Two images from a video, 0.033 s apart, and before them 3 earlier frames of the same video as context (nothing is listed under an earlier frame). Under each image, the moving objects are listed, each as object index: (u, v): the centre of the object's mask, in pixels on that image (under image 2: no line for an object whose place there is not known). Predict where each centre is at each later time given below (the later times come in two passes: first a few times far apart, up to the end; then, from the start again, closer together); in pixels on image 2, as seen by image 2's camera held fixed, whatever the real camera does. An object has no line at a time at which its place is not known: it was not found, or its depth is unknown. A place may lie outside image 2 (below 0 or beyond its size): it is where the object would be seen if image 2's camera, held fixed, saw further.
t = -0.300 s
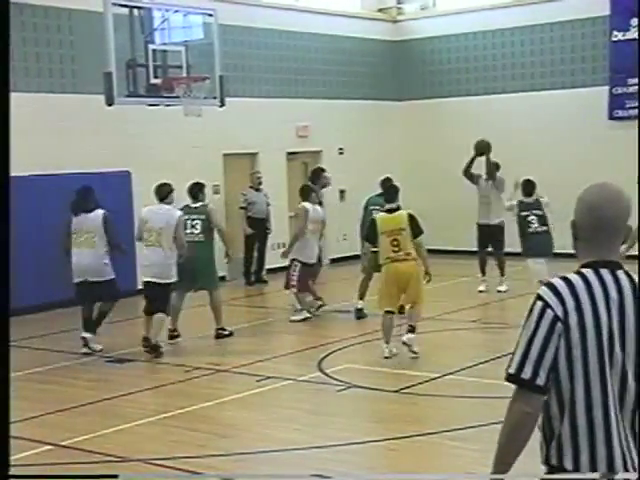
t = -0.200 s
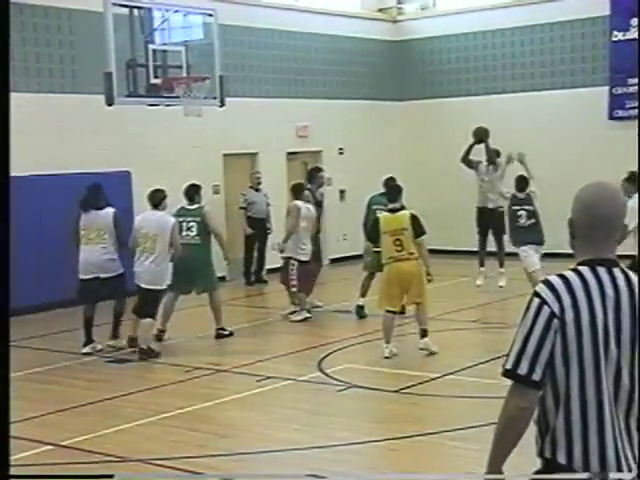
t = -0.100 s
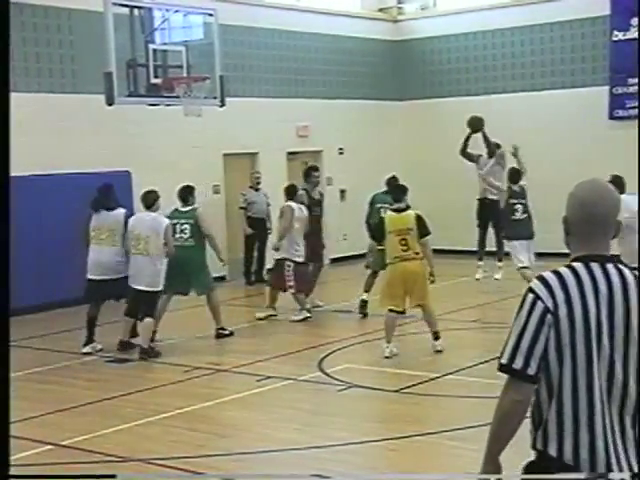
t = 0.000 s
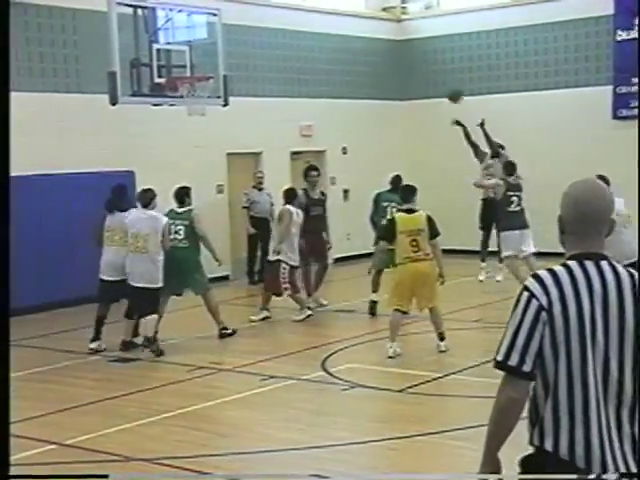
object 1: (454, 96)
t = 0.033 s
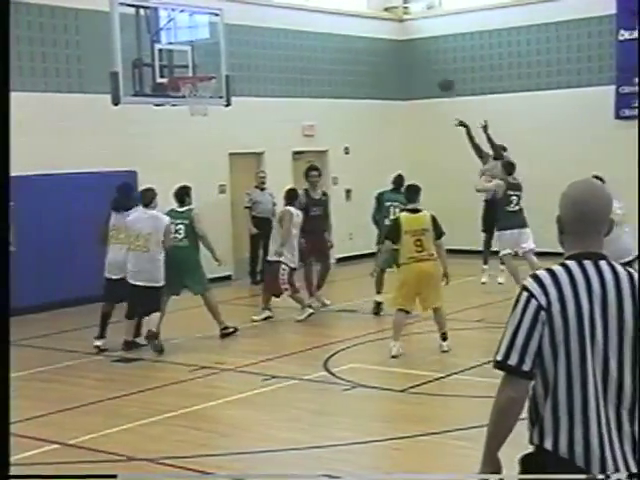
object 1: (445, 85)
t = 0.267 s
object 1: (366, 30)
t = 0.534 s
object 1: (272, 15)
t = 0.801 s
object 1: (195, 49)
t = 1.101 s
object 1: (206, 98)
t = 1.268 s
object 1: (197, 126)
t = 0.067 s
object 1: (434, 75)
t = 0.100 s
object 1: (423, 67)
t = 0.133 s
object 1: (412, 58)
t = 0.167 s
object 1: (401, 49)
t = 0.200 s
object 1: (389, 42)
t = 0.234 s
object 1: (378, 36)
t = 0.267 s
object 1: (366, 30)
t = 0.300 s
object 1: (355, 25)
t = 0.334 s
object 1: (343, 21)
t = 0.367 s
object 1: (331, 18)
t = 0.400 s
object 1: (319, 16)
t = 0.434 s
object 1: (308, 15)
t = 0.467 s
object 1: (296, 13)
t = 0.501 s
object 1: (284, 14)
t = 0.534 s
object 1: (272, 15)
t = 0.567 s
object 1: (260, 17)
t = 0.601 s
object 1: (248, 19)
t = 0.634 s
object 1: (236, 23)
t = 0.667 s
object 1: (224, 27)
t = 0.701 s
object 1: (211, 32)
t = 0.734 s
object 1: (198, 39)
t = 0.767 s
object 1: (196, 44)
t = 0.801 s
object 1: (195, 49)
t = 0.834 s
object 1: (194, 56)
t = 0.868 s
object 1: (192, 64)
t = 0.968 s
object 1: (205, 83)
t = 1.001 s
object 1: (209, 87)
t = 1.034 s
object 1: (208, 90)
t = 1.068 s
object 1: (207, 95)
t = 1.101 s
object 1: (206, 98)
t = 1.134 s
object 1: (204, 102)
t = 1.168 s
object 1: (202, 107)
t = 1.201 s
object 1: (201, 112)
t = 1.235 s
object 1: (199, 119)
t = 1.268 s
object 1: (197, 126)
